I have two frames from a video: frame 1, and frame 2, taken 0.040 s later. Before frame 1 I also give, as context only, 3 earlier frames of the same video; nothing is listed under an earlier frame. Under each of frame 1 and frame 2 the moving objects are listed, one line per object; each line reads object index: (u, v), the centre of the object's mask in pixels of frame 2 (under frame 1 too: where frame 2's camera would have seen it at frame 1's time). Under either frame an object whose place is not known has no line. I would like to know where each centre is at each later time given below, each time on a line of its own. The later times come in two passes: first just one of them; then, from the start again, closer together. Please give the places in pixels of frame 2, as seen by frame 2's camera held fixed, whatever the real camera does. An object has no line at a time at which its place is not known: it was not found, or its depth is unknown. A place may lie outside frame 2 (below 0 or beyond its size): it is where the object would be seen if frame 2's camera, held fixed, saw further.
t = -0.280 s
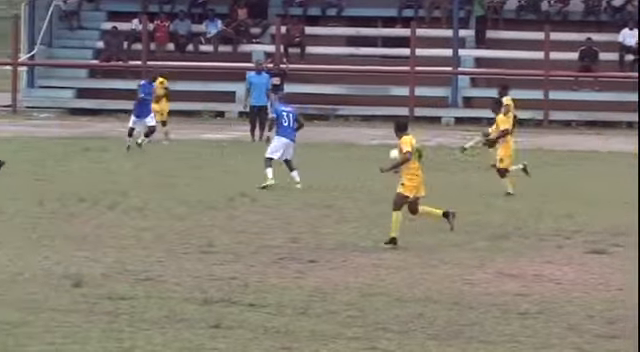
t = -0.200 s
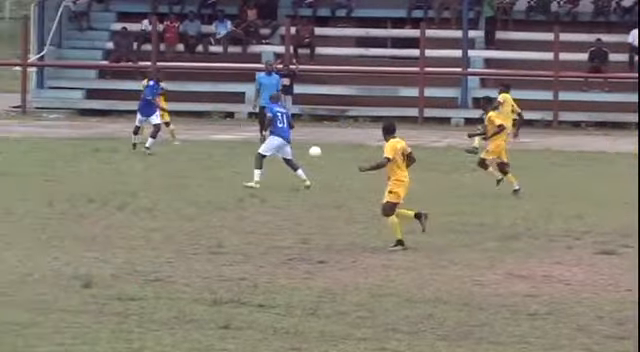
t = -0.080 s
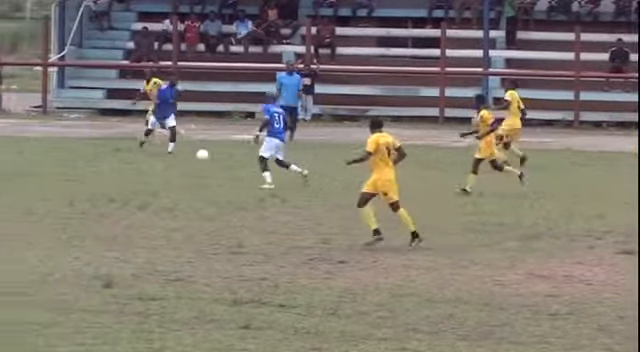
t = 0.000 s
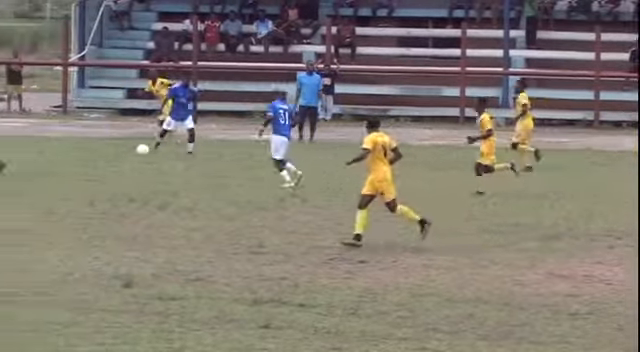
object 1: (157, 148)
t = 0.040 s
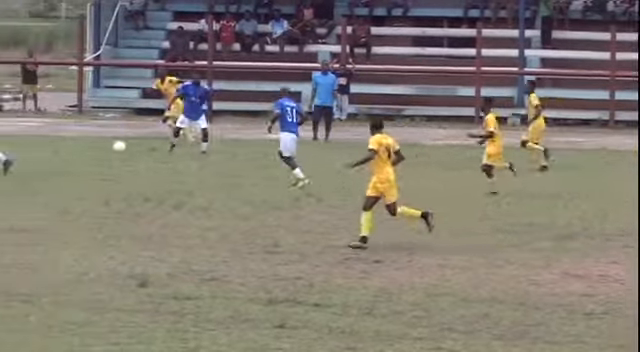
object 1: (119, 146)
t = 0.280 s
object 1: (-100, 146)
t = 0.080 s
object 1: (81, 145)
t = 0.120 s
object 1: (46, 144)
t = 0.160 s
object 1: (9, 145)
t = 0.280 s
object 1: (-100, 146)
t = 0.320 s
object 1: (-133, 143)
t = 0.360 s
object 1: (-168, 140)
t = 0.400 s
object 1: (-202, 138)
